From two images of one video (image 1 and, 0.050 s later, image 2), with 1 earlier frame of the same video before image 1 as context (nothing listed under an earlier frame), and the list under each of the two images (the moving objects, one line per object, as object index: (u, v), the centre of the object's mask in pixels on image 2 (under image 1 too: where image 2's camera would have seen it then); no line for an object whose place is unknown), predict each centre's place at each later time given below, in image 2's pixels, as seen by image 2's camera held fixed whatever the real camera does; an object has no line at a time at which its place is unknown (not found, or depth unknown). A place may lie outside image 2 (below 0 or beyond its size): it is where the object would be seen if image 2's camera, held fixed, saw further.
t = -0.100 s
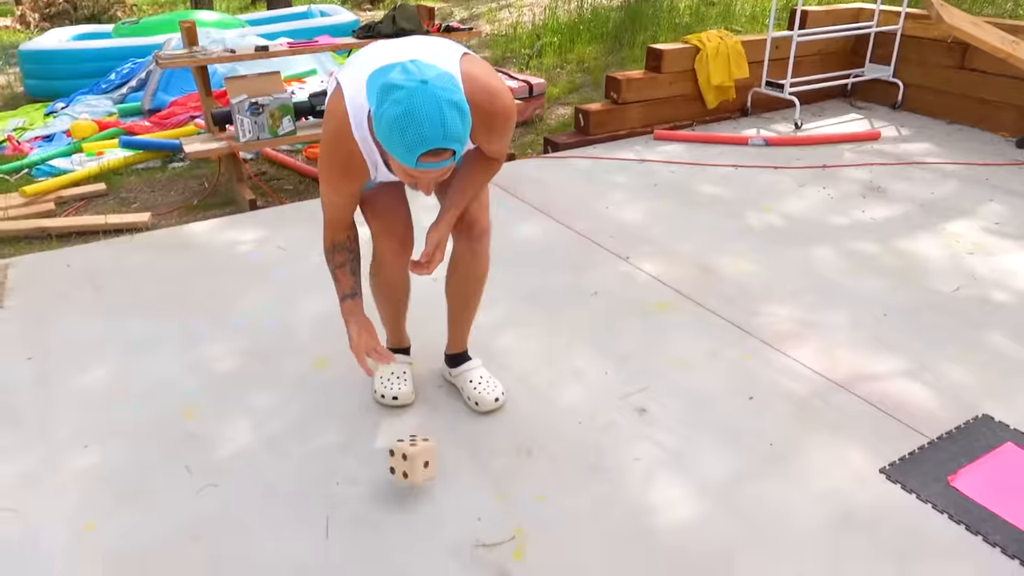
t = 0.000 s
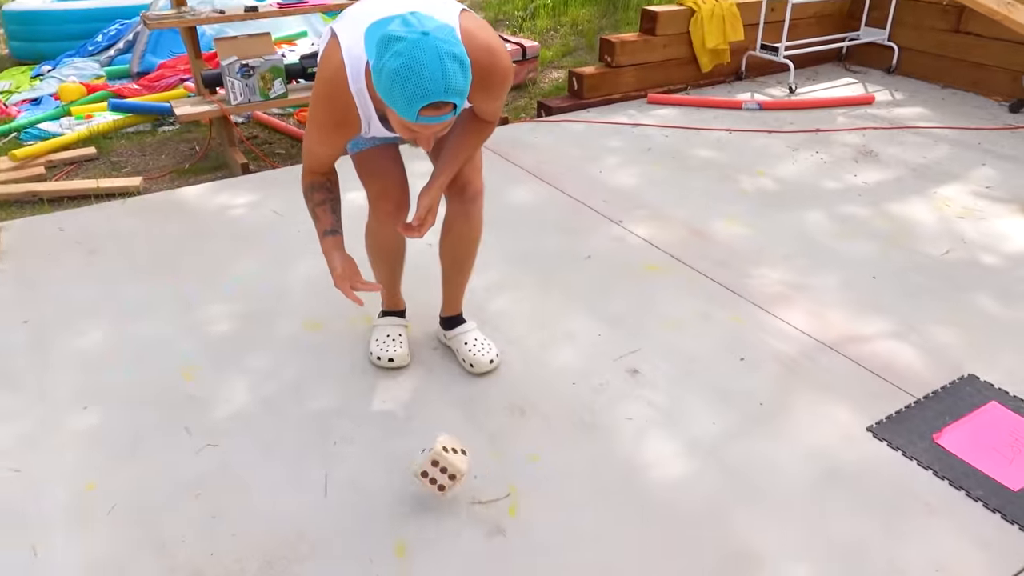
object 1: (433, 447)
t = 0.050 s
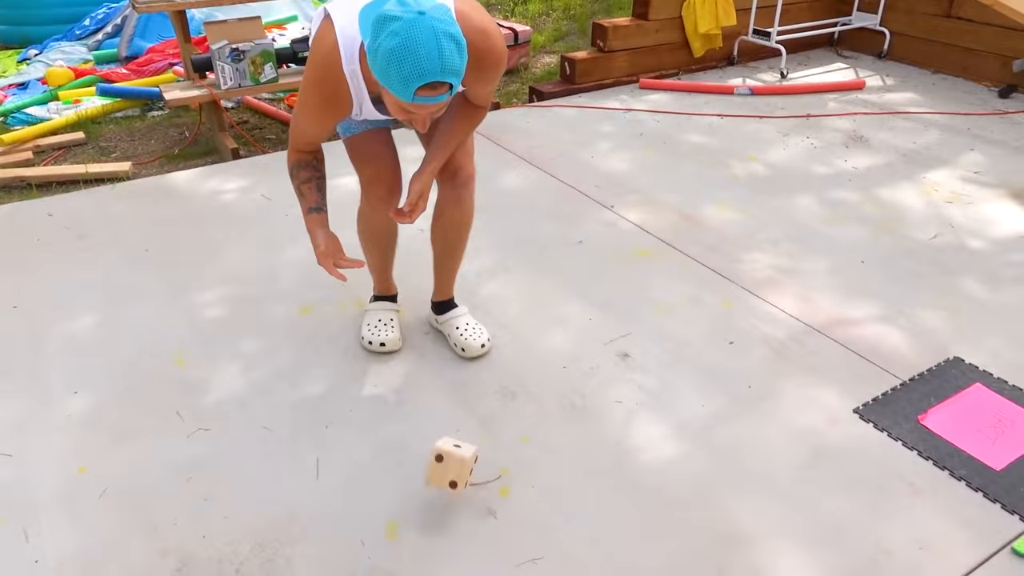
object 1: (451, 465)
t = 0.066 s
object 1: (458, 474)
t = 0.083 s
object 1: (466, 485)
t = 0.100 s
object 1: (473, 496)
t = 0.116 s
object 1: (479, 505)
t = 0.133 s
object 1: (487, 520)
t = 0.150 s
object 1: (494, 535)
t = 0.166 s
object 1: (504, 548)
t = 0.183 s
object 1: (510, 554)
